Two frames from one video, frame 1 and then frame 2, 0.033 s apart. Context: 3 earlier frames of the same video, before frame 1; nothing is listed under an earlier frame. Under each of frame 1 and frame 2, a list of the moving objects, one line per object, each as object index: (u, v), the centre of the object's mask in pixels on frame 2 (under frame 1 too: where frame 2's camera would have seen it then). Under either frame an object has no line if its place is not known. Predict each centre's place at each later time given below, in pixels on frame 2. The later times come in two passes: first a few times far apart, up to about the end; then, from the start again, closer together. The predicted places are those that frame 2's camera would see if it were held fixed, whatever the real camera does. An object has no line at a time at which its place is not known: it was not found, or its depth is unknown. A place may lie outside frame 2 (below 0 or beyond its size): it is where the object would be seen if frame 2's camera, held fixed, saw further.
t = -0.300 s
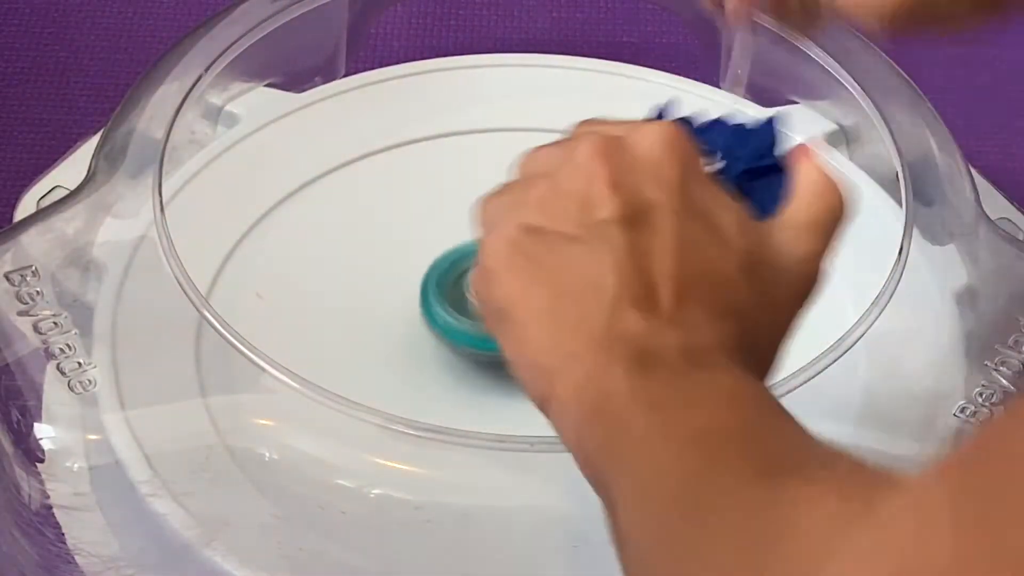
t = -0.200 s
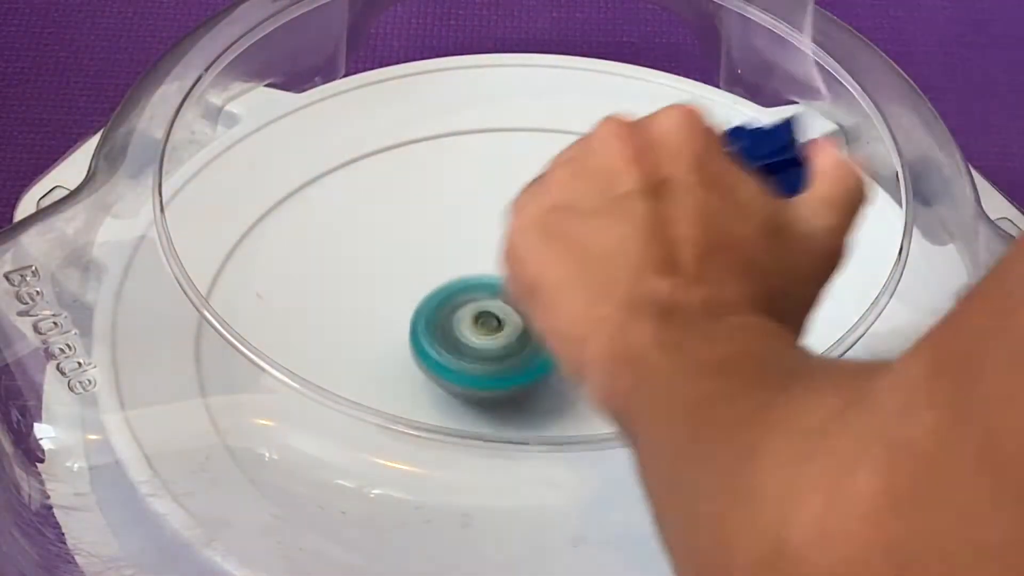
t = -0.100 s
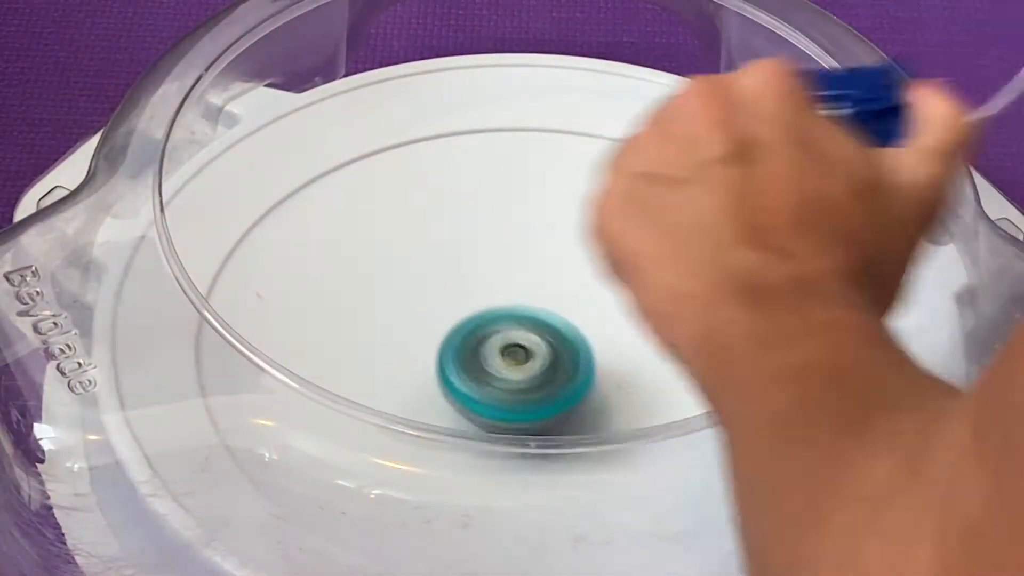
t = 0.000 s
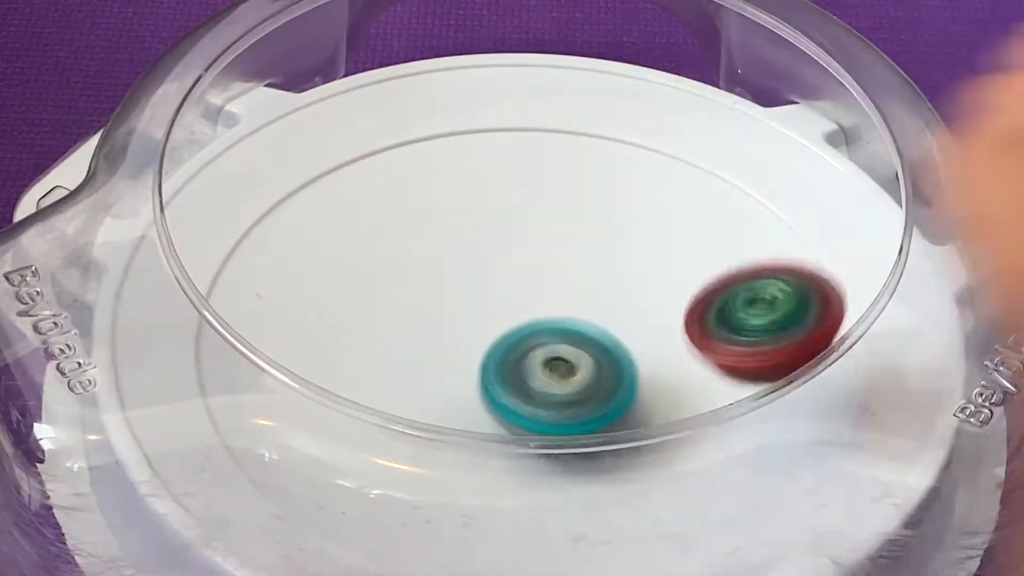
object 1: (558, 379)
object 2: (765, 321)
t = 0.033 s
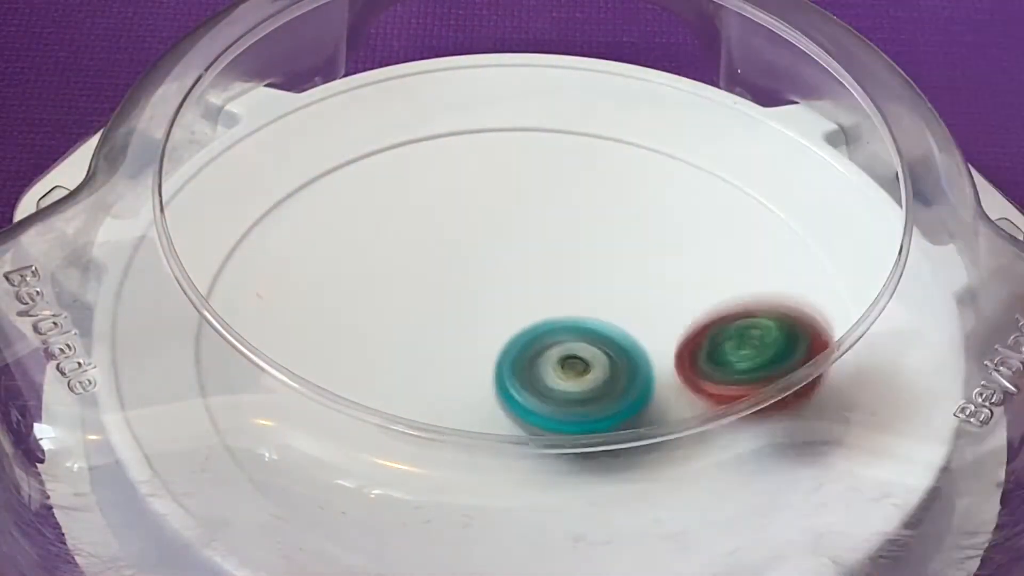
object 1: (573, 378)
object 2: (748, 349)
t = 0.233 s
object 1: (332, 266)
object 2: (962, 358)
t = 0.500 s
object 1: (328, 271)
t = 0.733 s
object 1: (544, 373)
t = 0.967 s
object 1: (637, 351)
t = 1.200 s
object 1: (582, 270)
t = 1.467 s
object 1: (470, 241)
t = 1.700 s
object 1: (473, 301)
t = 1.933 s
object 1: (557, 311)
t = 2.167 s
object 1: (561, 290)
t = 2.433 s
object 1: (535, 303)
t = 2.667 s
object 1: (568, 336)
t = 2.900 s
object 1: (571, 331)
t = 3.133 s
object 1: (564, 330)
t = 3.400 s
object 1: (559, 344)
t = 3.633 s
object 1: (546, 351)
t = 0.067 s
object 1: (567, 374)
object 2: (758, 367)
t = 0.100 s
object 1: (505, 354)
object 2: (807, 333)
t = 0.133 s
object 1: (452, 332)
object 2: (860, 319)
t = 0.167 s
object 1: (406, 307)
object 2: (907, 326)
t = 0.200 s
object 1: (366, 285)
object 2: (939, 350)
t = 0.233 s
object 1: (332, 266)
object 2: (962, 358)
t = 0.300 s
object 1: (289, 236)
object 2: (987, 452)
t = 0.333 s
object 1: (279, 230)
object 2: (983, 462)
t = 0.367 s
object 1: (276, 230)
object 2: (983, 464)
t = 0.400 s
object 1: (280, 234)
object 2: (982, 459)
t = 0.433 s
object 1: (290, 243)
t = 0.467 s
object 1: (306, 257)
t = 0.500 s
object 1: (328, 271)
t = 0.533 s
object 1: (353, 290)
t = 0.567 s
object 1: (383, 308)
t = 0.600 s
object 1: (414, 324)
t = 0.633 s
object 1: (446, 339)
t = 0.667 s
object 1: (480, 353)
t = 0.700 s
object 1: (513, 367)
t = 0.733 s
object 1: (544, 373)
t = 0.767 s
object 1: (570, 376)
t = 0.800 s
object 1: (593, 376)
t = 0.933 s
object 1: (636, 361)
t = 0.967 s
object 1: (637, 351)
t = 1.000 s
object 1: (634, 341)
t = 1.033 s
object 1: (628, 328)
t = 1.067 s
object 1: (621, 316)
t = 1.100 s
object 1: (612, 304)
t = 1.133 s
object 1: (603, 292)
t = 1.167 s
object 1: (593, 280)
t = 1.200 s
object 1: (582, 270)
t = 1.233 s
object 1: (570, 260)
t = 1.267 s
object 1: (557, 252)
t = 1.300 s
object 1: (543, 245)
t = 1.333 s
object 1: (528, 240)
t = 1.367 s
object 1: (513, 237)
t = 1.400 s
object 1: (498, 235)
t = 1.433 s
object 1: (483, 237)
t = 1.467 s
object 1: (470, 241)
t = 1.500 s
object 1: (460, 248)
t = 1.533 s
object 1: (453, 257)
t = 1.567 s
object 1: (451, 268)
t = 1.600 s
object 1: (453, 278)
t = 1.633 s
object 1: (458, 287)
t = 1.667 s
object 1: (465, 296)
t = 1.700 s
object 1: (473, 301)
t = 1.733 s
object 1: (483, 306)
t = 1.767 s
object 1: (495, 310)
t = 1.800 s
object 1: (508, 313)
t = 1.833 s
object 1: (523, 315)
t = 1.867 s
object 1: (536, 314)
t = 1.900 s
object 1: (548, 314)
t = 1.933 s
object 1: (557, 311)
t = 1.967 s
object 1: (565, 307)
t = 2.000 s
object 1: (571, 303)
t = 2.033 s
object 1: (574, 298)
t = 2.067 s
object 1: (574, 294)
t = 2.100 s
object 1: (571, 291)
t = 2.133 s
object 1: (567, 289)
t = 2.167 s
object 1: (561, 290)
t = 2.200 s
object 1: (556, 291)
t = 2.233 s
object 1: (550, 292)
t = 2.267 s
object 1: (546, 294)
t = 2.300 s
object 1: (542, 297)
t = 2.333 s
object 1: (538, 298)
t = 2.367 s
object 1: (536, 300)
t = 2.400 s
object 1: (535, 302)
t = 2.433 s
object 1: (535, 303)
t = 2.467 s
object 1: (537, 305)
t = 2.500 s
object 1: (542, 309)
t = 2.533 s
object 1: (546, 315)
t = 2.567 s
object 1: (550, 322)
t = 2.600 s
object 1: (556, 329)
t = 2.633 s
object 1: (562, 333)
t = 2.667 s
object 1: (568, 336)
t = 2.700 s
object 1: (573, 337)
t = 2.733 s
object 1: (575, 337)
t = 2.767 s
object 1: (576, 336)
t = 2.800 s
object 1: (576, 335)
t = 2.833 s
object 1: (575, 334)
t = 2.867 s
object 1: (573, 333)
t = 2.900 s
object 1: (571, 331)
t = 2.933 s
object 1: (570, 330)
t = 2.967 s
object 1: (568, 329)
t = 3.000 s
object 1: (567, 329)
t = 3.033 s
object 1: (566, 328)
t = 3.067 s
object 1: (565, 329)
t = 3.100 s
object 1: (565, 329)
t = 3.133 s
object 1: (564, 330)
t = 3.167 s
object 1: (564, 331)
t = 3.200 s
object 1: (564, 332)
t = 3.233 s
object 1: (563, 334)
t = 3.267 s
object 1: (563, 336)
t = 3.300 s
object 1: (562, 338)
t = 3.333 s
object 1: (561, 340)
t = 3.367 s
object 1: (560, 342)
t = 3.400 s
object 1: (559, 344)
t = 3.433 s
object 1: (557, 346)
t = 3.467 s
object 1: (556, 347)
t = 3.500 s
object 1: (554, 348)
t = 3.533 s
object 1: (552, 349)
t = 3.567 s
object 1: (550, 350)
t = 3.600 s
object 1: (548, 351)
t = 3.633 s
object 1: (546, 351)
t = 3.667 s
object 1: (544, 351)
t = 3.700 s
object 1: (542, 351)
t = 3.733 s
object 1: (541, 351)
